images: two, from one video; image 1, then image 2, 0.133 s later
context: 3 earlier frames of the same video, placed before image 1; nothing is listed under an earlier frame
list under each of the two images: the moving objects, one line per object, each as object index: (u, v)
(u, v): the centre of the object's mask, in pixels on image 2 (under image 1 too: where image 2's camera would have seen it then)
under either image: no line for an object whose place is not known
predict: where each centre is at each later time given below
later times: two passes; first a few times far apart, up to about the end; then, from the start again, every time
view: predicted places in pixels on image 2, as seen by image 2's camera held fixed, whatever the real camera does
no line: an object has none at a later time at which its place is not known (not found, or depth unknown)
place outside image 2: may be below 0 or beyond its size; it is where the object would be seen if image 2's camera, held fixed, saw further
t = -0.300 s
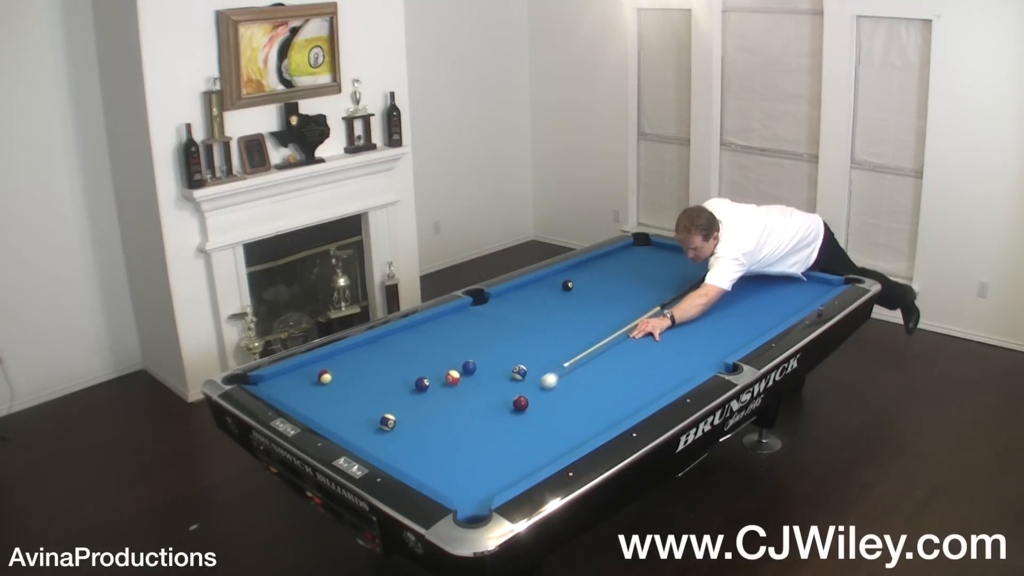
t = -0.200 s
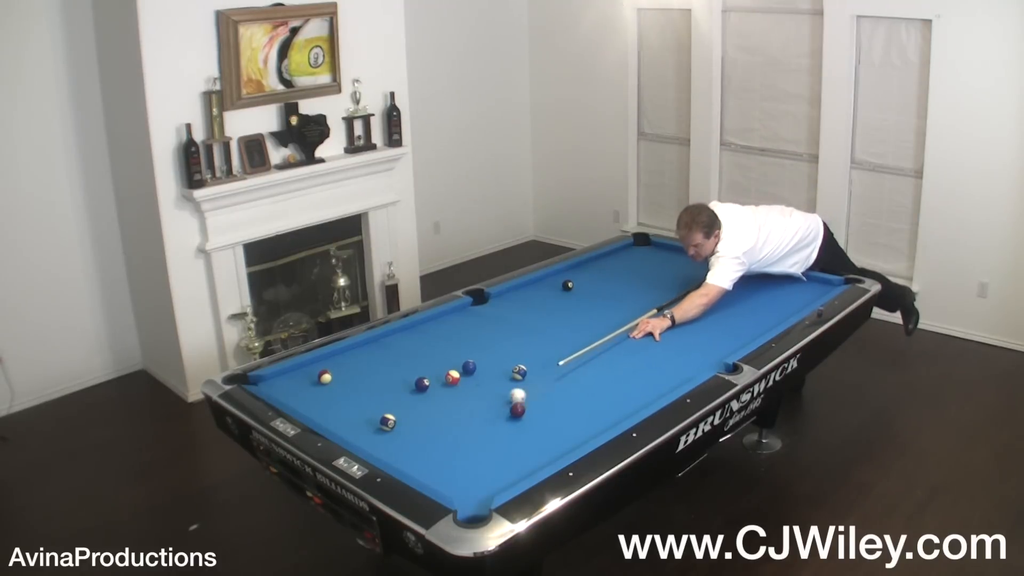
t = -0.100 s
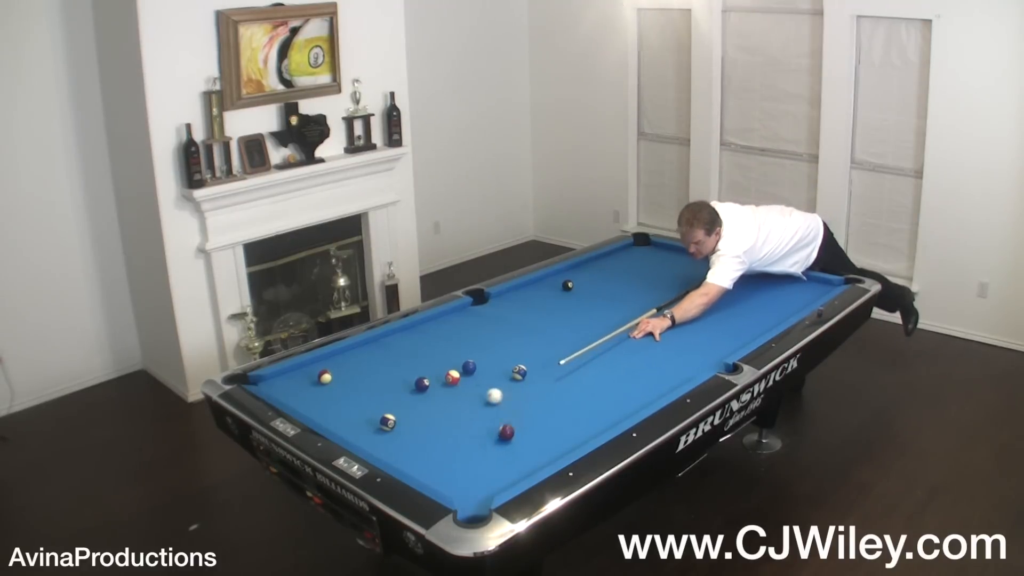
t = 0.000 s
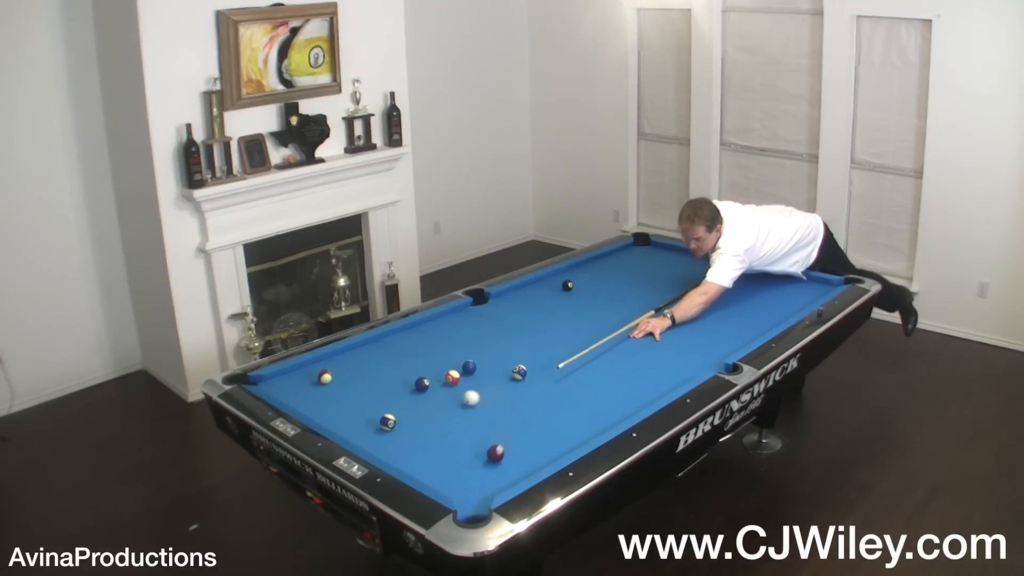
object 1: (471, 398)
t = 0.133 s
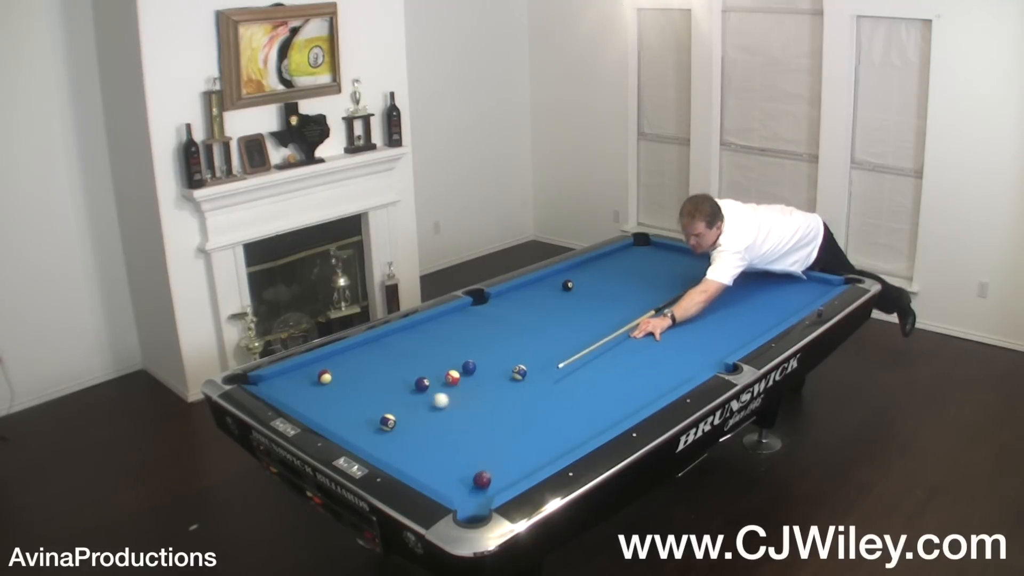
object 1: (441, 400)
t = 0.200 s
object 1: (425, 402)
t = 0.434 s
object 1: (374, 406)
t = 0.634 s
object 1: (330, 408)
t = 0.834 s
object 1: (304, 405)
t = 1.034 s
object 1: (306, 393)
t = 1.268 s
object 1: (308, 379)
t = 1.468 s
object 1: (310, 369)
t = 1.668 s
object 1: (318, 362)
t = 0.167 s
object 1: (433, 401)
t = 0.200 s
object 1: (425, 402)
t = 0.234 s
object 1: (418, 402)
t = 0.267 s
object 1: (411, 403)
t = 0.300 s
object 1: (403, 403)
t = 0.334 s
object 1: (396, 404)
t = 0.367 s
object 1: (388, 405)
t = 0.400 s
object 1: (381, 405)
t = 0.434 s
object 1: (374, 406)
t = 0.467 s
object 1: (366, 406)
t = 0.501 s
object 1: (359, 407)
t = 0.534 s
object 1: (352, 407)
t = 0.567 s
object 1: (345, 408)
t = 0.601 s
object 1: (338, 408)
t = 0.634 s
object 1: (330, 408)
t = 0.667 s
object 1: (324, 409)
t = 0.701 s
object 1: (317, 410)
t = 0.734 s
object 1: (310, 409)
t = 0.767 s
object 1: (304, 409)
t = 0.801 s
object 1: (304, 407)
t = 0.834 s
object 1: (304, 405)
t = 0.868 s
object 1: (304, 403)
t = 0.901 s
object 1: (305, 401)
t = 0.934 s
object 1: (305, 399)
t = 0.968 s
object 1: (305, 397)
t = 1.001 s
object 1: (305, 395)
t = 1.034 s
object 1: (306, 393)
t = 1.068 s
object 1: (306, 391)
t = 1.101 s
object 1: (306, 389)
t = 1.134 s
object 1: (307, 387)
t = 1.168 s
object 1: (307, 385)
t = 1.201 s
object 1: (308, 383)
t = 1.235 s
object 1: (308, 381)
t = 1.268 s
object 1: (308, 379)
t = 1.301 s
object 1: (308, 377)
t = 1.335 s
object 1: (309, 376)
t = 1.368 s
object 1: (309, 374)
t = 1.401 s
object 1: (309, 372)
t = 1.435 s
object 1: (309, 371)
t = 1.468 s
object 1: (310, 369)
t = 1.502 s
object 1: (310, 367)
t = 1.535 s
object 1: (310, 365)
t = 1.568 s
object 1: (311, 364)
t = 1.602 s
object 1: (312, 363)
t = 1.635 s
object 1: (315, 362)
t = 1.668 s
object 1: (318, 362)
